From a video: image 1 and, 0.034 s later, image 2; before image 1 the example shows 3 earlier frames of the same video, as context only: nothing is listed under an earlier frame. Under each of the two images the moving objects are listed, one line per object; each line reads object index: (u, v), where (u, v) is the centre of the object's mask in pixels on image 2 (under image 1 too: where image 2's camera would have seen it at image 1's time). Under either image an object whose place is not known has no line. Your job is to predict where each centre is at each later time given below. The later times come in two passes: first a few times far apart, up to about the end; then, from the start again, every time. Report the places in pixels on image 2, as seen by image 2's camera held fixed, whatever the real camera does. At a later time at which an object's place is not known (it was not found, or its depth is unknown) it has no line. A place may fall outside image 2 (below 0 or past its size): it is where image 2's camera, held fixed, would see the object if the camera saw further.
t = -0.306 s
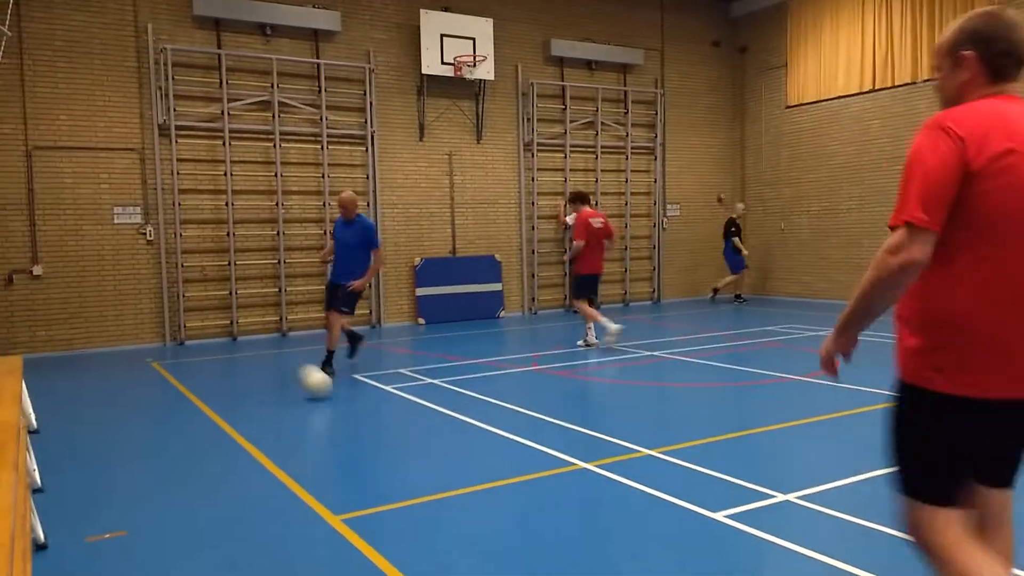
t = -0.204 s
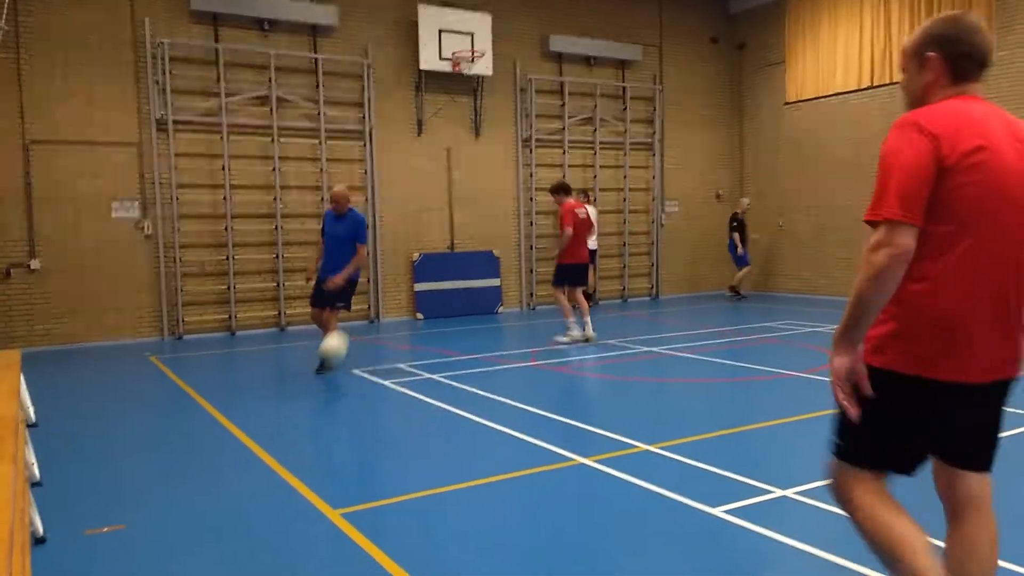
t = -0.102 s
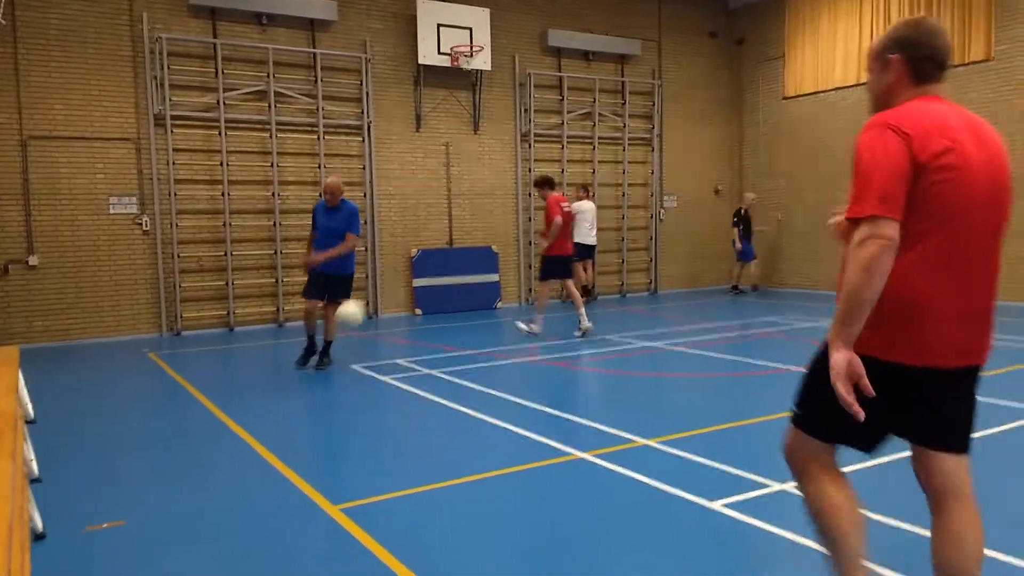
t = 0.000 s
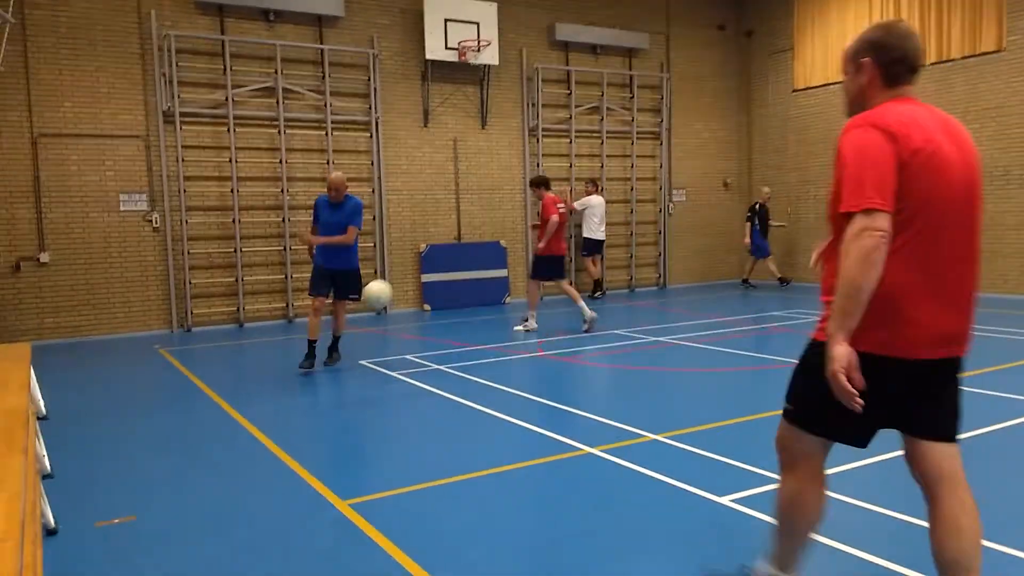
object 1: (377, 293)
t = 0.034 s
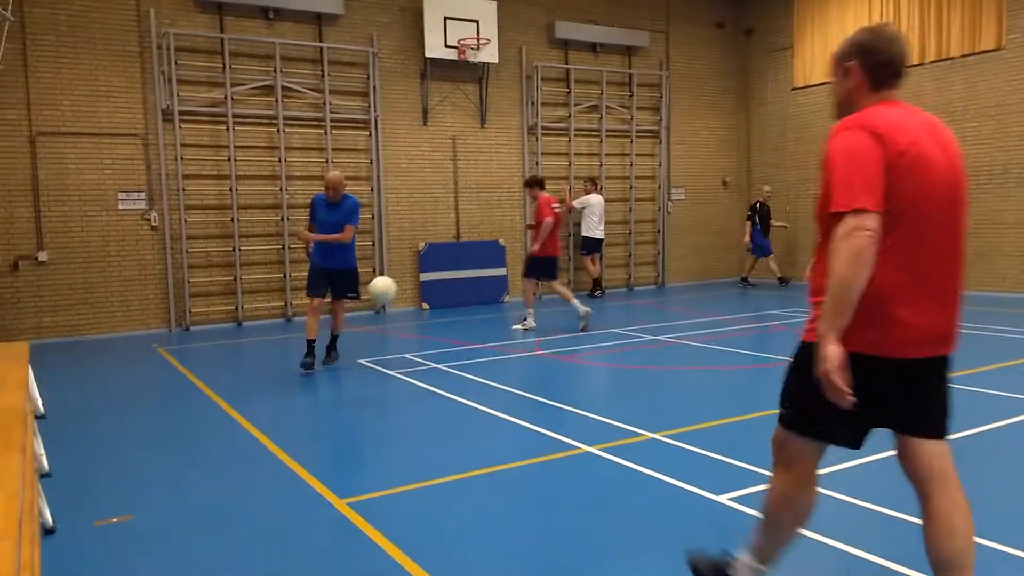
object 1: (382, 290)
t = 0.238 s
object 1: (422, 301)
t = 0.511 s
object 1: (478, 362)
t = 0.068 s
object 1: (388, 289)
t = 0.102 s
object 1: (395, 288)
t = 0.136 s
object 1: (402, 289)
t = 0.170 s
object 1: (408, 293)
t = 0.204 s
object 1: (415, 296)
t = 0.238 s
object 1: (422, 301)
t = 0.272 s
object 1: (429, 308)
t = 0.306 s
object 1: (436, 316)
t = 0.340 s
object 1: (443, 326)
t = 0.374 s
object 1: (449, 337)
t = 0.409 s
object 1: (456, 350)
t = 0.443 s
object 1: (464, 366)
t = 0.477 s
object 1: (473, 376)
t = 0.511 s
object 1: (478, 362)
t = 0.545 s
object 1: (484, 351)
